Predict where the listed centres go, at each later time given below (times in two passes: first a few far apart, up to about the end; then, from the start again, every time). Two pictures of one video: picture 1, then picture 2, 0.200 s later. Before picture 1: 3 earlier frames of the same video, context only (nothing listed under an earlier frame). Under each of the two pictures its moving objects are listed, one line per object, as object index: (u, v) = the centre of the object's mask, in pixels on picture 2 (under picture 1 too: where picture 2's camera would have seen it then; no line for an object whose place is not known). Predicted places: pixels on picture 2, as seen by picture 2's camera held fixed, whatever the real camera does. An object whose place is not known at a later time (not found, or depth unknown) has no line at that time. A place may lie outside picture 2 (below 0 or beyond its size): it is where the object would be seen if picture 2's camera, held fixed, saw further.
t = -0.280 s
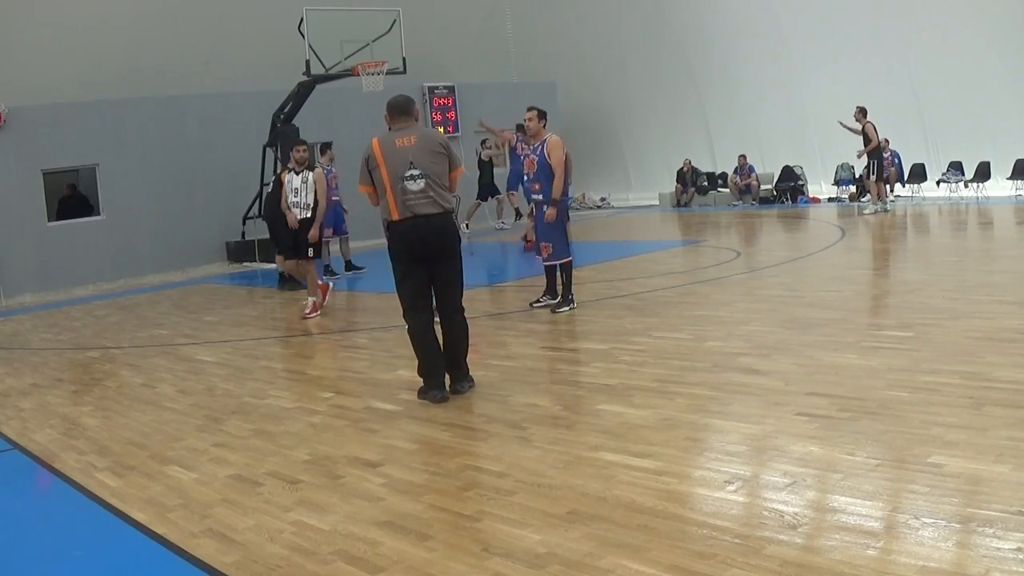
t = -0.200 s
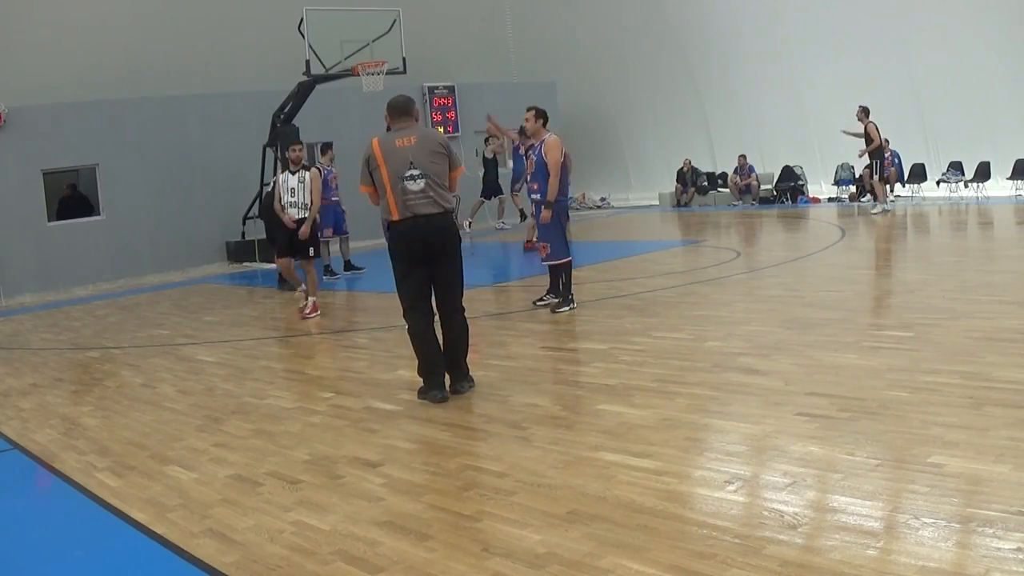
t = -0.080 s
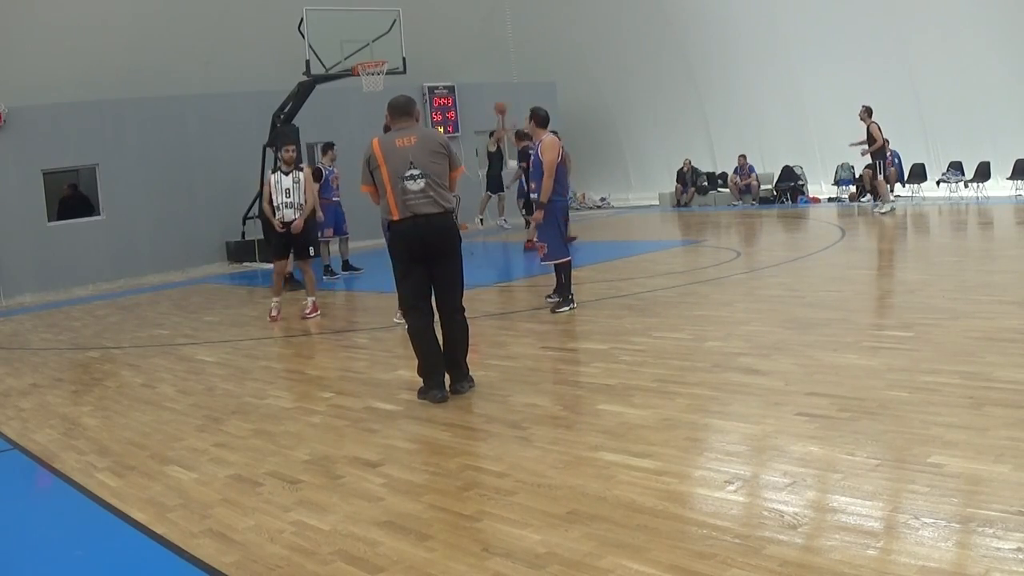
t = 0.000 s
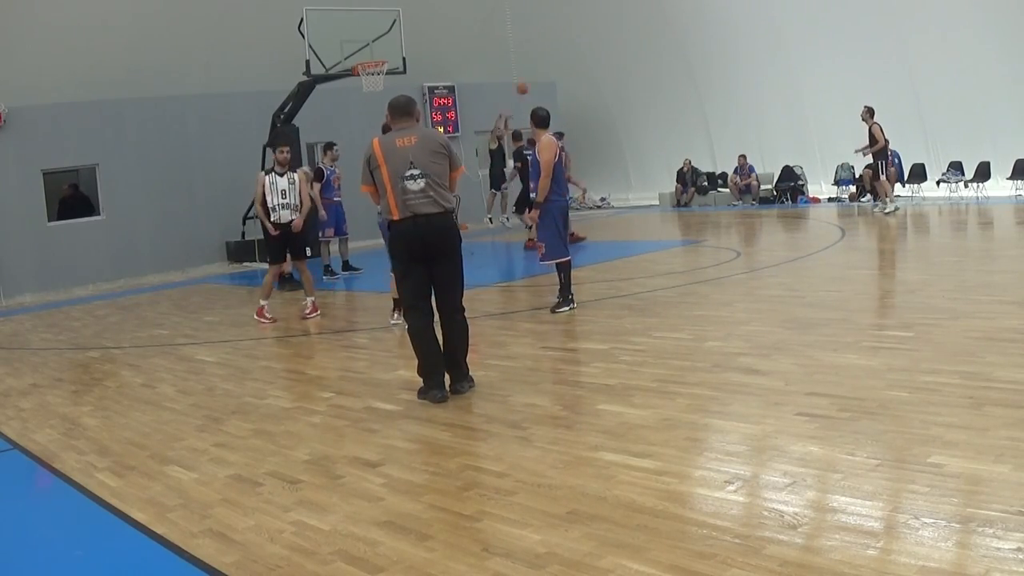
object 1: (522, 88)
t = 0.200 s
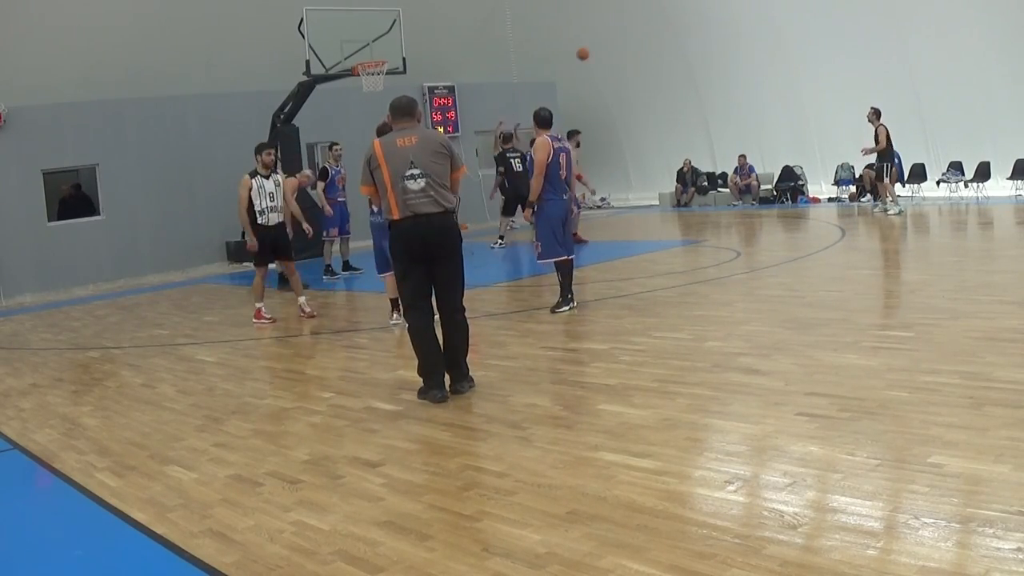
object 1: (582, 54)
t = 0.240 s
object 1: (595, 49)
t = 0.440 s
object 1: (661, 39)
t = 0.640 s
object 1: (733, 51)
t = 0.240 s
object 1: (595, 49)
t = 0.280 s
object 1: (608, 45)
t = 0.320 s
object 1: (621, 43)
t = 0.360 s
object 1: (634, 41)
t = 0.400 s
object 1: (647, 39)
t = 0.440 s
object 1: (661, 39)
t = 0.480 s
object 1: (675, 40)
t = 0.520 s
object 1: (689, 41)
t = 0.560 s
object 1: (704, 44)
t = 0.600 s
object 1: (718, 47)
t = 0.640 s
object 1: (733, 51)
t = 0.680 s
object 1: (748, 56)
